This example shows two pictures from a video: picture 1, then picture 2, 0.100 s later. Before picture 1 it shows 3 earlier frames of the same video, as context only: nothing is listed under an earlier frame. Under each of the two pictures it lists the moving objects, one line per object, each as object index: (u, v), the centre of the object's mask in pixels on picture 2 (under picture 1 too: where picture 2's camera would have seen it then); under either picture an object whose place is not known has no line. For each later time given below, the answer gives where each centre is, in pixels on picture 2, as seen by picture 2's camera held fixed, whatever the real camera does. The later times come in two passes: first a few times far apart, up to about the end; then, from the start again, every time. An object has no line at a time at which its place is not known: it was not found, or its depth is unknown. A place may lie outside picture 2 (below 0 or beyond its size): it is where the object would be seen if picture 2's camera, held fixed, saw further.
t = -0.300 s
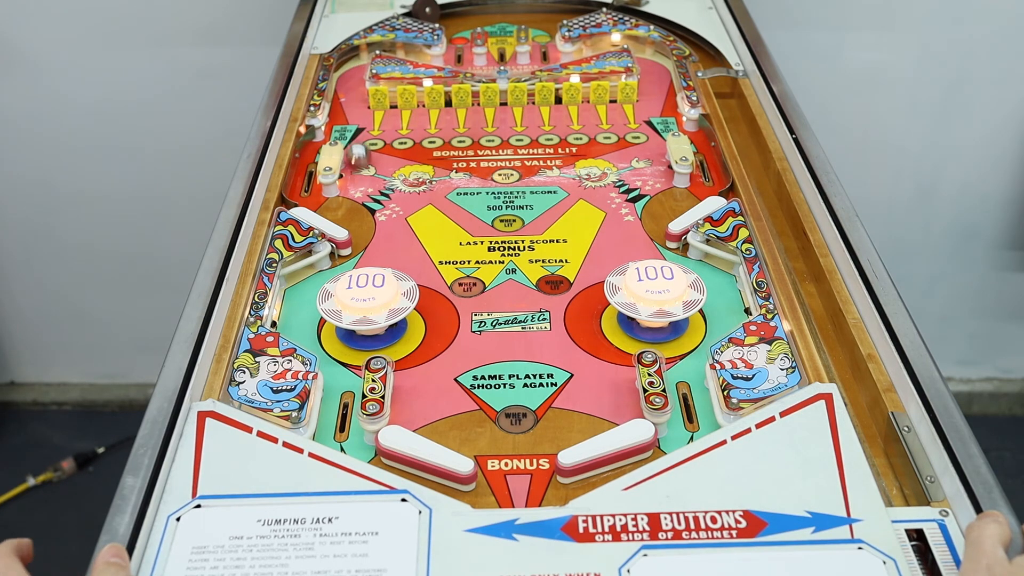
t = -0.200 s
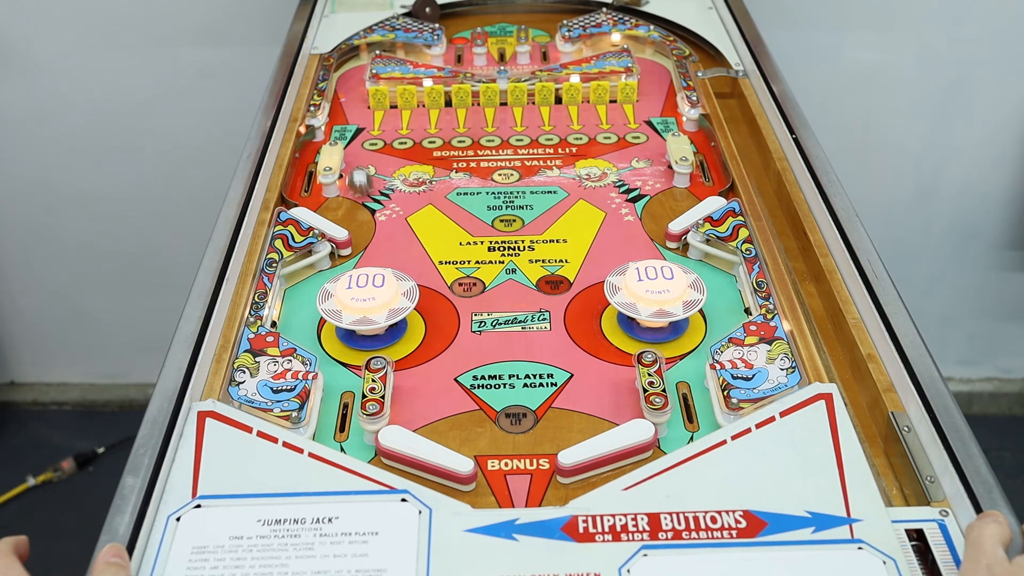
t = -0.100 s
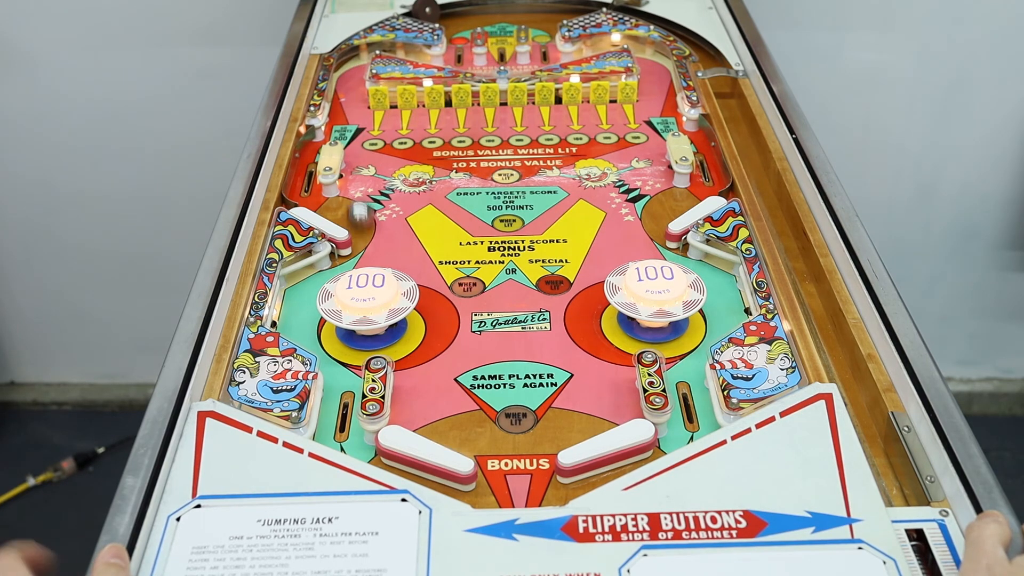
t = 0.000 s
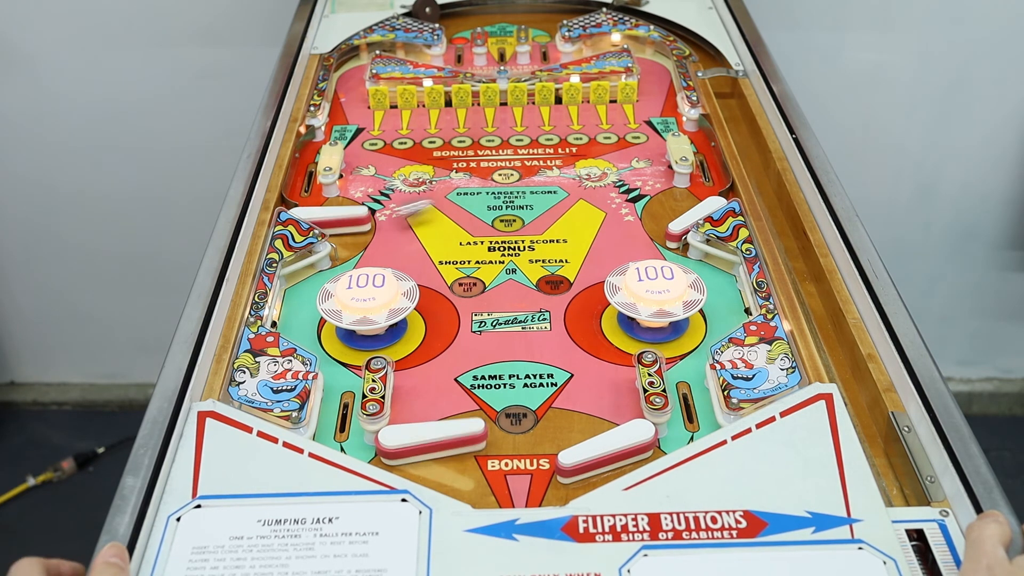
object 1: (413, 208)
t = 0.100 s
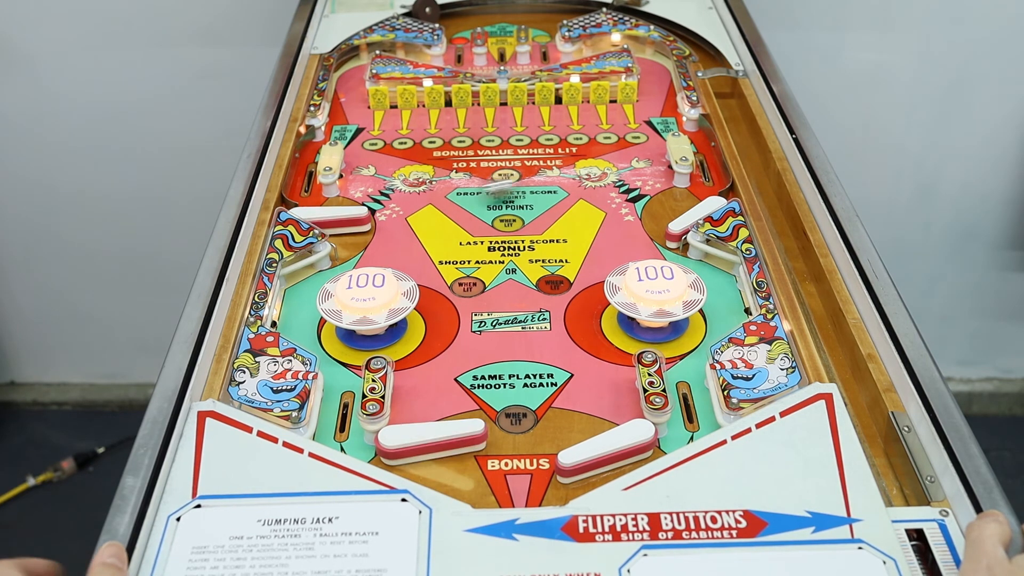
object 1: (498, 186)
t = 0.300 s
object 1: (651, 164)
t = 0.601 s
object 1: (548, 123)
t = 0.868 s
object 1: (454, 103)
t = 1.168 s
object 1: (355, 101)
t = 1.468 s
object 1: (372, 110)
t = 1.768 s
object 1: (407, 138)
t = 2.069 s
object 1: (443, 195)
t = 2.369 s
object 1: (487, 299)
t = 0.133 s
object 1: (524, 182)
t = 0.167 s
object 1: (548, 177)
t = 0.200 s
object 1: (575, 174)
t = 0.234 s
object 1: (595, 171)
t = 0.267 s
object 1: (621, 168)
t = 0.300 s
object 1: (651, 164)
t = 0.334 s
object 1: (659, 161)
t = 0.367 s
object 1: (643, 155)
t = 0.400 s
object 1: (627, 149)
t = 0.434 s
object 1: (613, 143)
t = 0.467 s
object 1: (599, 139)
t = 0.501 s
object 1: (585, 134)
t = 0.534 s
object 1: (573, 130)
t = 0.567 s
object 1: (560, 126)
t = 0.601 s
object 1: (548, 123)
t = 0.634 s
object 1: (535, 119)
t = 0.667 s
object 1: (523, 116)
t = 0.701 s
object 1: (511, 114)
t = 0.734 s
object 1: (499, 111)
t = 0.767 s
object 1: (488, 109)
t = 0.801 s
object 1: (476, 107)
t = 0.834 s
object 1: (465, 105)
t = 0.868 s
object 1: (454, 103)
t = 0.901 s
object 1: (442, 102)
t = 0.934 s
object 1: (431, 101)
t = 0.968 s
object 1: (420, 101)
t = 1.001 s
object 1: (410, 100)
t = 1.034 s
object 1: (399, 100)
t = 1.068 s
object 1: (387, 100)
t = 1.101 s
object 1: (377, 100)
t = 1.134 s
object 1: (366, 101)
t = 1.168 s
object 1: (355, 101)
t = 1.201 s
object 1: (344, 102)
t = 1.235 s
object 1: (342, 102)
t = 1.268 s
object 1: (348, 103)
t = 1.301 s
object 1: (352, 103)
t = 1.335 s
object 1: (357, 104)
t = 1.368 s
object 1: (360, 105)
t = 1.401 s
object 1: (364, 106)
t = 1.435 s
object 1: (368, 107)
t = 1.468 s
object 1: (372, 110)
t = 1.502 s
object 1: (376, 112)
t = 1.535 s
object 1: (379, 114)
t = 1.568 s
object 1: (384, 117)
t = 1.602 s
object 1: (388, 119)
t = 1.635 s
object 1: (392, 123)
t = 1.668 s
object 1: (395, 126)
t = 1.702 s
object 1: (399, 130)
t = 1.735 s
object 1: (403, 134)
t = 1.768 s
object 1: (407, 138)
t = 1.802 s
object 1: (410, 143)
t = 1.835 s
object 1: (415, 149)
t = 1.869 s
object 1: (418, 154)
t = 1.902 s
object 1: (422, 160)
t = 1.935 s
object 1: (428, 166)
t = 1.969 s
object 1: (431, 172)
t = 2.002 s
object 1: (435, 180)
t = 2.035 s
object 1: (439, 187)
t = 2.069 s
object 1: (443, 195)
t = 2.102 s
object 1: (448, 204)
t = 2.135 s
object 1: (453, 214)
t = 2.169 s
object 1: (457, 223)
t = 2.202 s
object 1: (461, 234)
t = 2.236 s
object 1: (467, 245)
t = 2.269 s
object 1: (471, 258)
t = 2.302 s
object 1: (477, 271)
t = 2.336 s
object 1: (480, 284)
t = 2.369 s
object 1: (487, 299)
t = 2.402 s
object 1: (493, 316)
